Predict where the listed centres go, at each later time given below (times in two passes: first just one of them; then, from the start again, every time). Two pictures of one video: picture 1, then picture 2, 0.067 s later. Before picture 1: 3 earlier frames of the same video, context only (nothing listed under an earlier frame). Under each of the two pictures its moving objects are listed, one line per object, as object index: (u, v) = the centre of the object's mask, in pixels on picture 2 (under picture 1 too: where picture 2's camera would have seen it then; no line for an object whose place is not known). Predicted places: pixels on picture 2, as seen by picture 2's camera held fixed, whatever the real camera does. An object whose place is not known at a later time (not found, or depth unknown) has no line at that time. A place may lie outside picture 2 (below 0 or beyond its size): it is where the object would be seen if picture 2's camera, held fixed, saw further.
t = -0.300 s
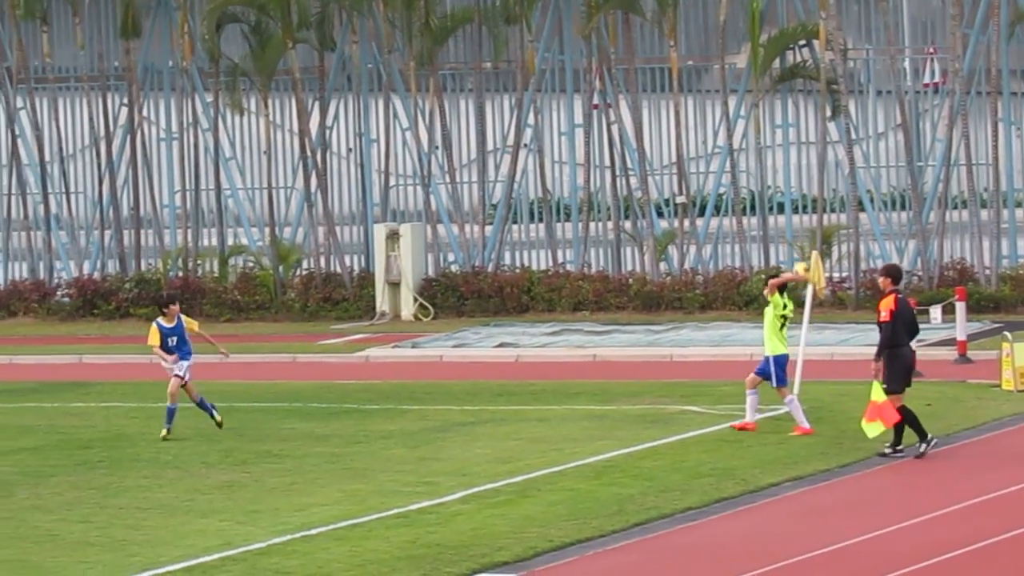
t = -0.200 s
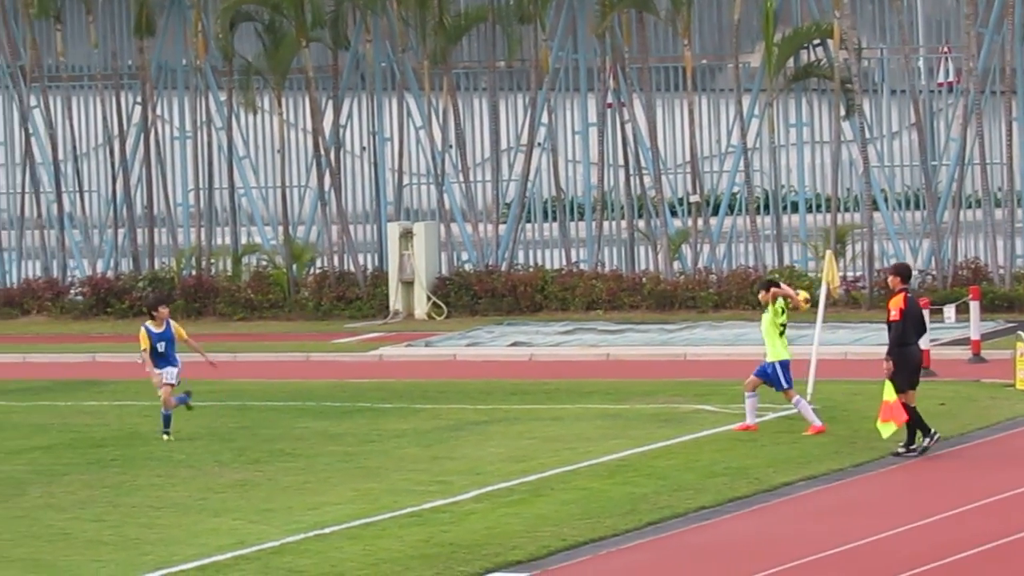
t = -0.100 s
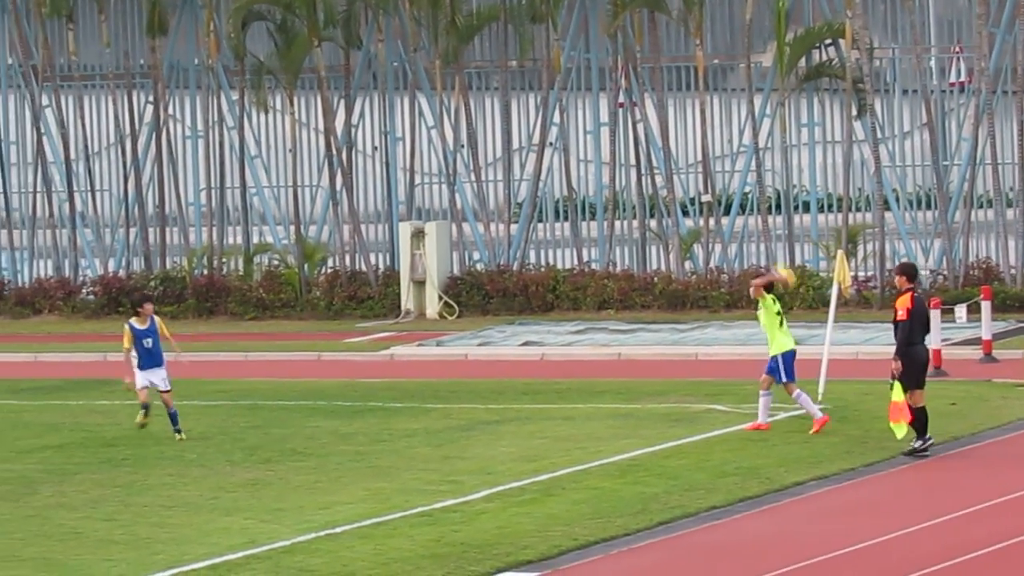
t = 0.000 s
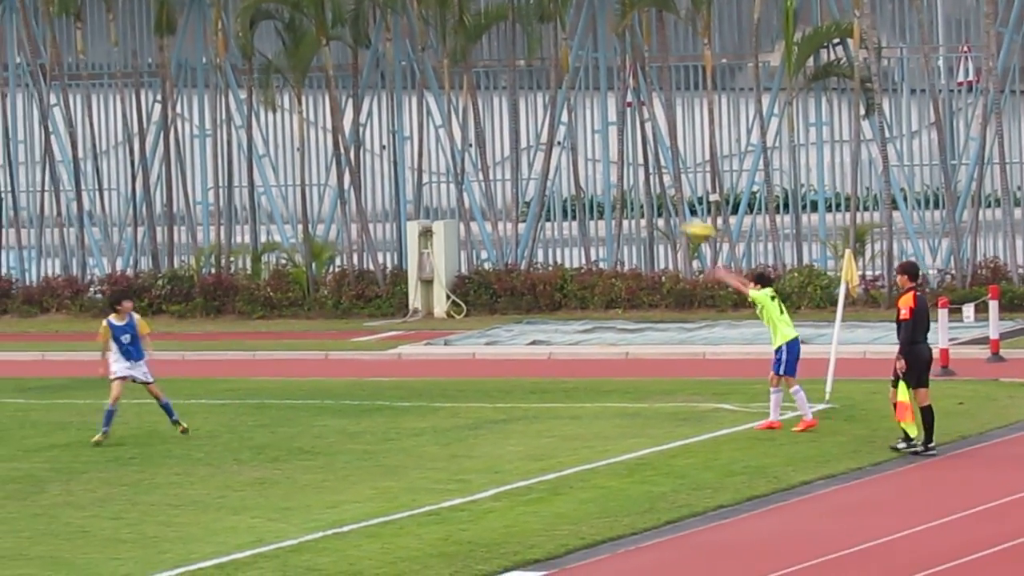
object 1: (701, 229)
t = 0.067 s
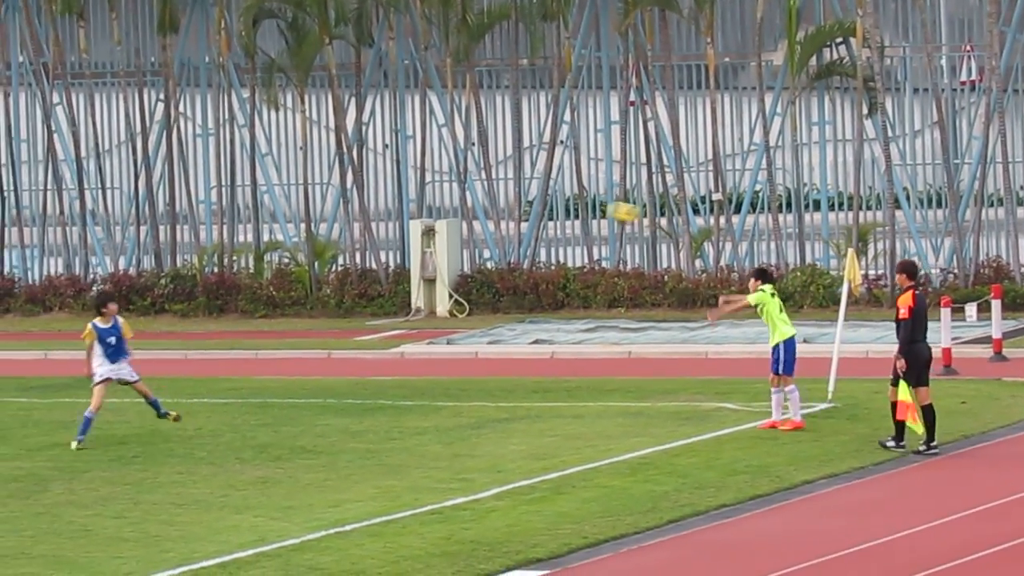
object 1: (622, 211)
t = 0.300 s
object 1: (367, 187)
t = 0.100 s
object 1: (585, 206)
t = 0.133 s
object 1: (548, 200)
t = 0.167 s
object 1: (510, 196)
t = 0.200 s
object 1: (473, 192)
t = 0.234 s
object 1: (437, 189)
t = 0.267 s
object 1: (401, 188)
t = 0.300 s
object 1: (367, 187)
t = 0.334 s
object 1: (334, 190)
